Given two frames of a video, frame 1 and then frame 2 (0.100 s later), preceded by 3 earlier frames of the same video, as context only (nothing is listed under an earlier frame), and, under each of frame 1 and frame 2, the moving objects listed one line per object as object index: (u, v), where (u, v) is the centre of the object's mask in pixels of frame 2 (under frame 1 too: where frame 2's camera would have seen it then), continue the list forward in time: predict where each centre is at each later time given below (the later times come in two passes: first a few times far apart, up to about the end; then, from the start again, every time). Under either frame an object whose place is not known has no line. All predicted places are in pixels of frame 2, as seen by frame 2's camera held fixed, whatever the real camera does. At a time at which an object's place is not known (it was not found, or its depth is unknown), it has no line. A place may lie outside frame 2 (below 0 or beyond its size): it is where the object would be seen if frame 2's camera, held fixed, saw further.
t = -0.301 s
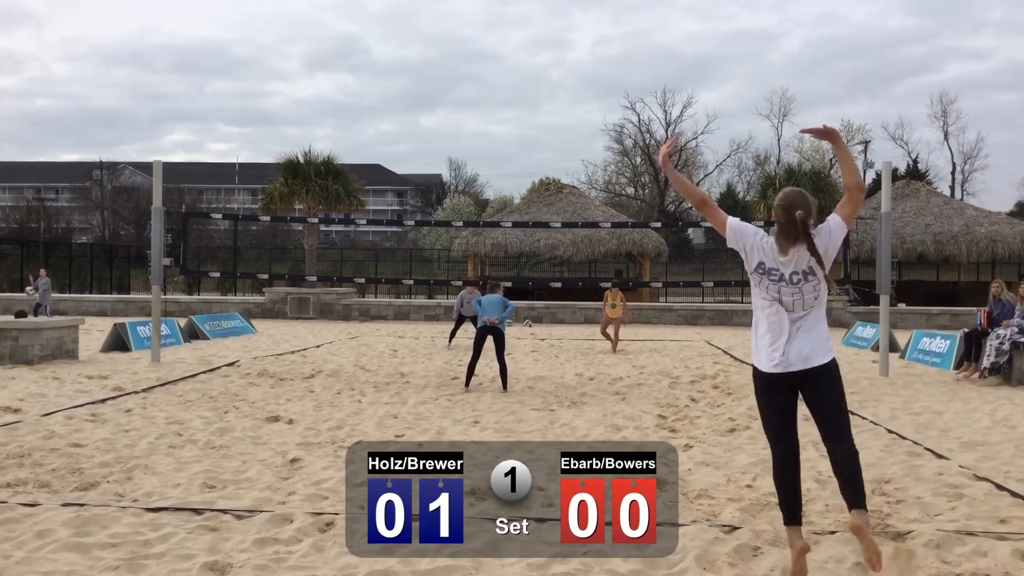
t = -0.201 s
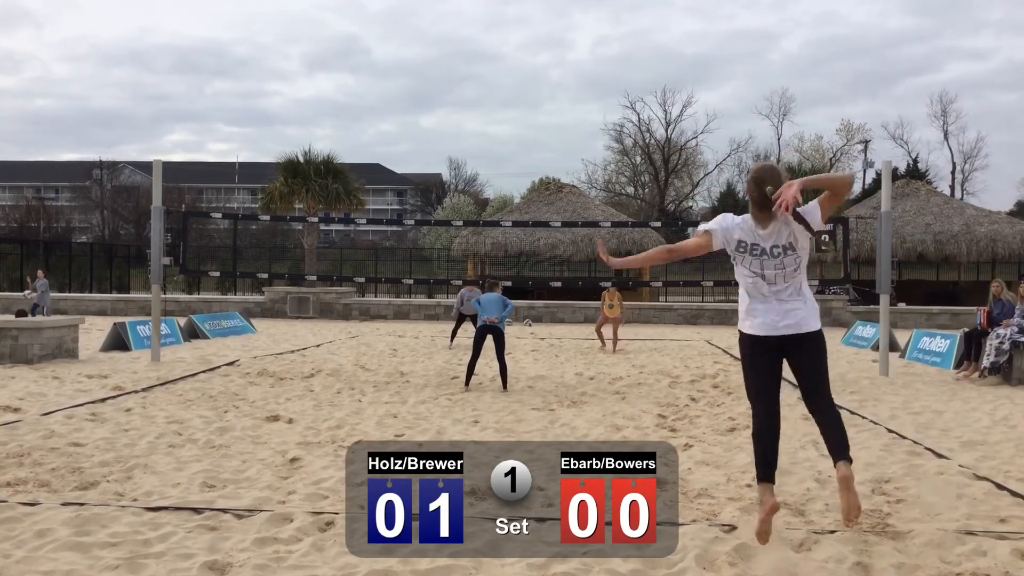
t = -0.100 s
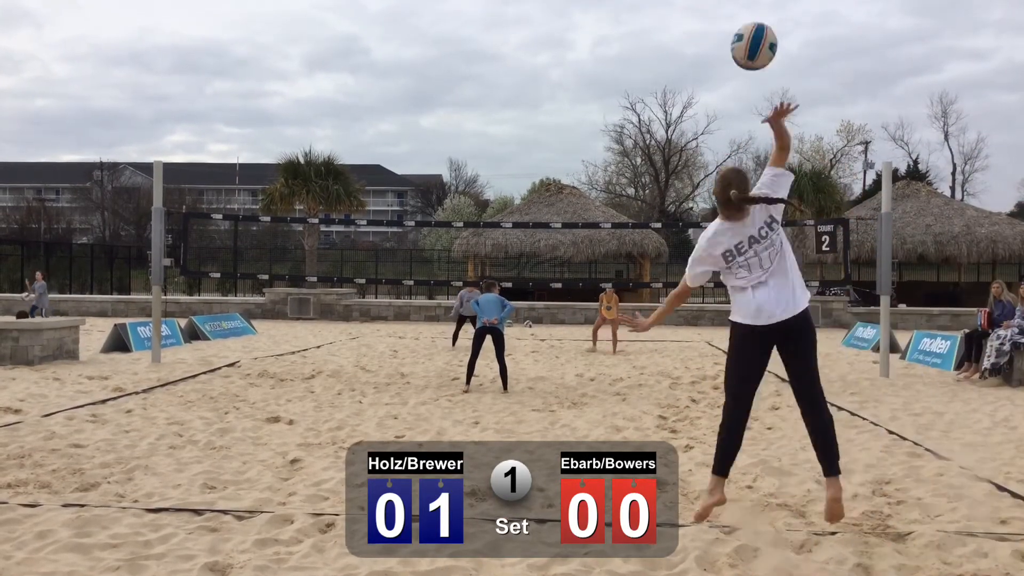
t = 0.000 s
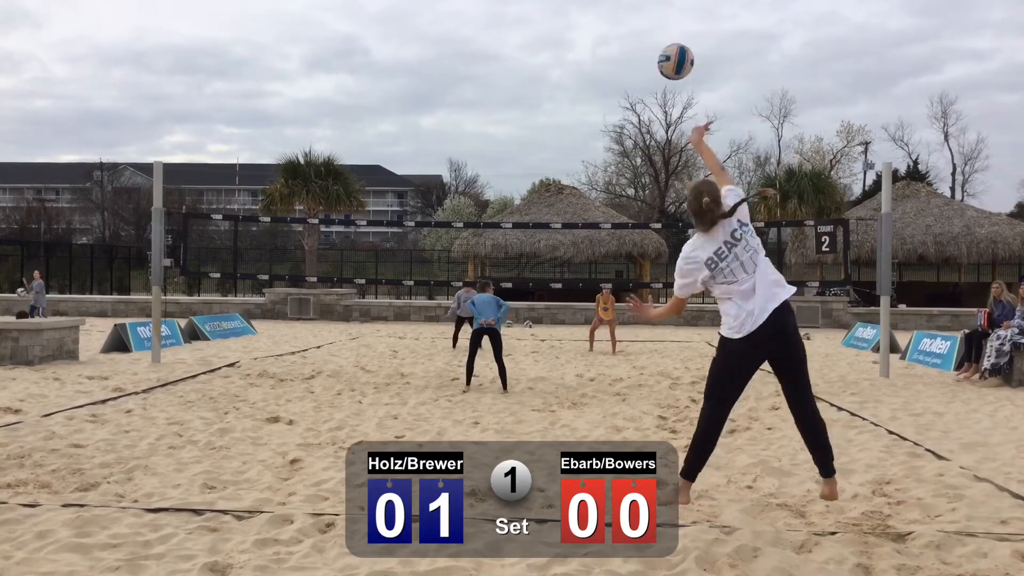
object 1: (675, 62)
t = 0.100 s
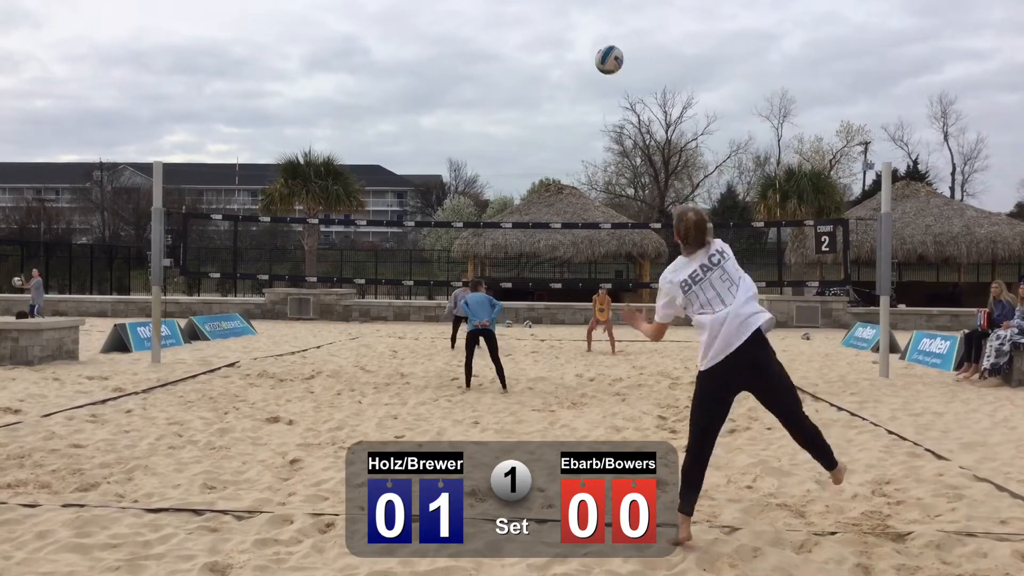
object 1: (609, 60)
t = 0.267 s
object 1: (542, 90)
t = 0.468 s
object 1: (492, 145)
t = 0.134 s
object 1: (593, 64)
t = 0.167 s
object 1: (578, 69)
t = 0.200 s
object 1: (564, 75)
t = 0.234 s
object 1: (552, 82)
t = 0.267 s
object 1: (542, 90)
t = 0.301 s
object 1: (532, 98)
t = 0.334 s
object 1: (523, 106)
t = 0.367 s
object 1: (514, 115)
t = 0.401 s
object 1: (506, 125)
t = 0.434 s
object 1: (499, 135)
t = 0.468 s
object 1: (492, 145)
